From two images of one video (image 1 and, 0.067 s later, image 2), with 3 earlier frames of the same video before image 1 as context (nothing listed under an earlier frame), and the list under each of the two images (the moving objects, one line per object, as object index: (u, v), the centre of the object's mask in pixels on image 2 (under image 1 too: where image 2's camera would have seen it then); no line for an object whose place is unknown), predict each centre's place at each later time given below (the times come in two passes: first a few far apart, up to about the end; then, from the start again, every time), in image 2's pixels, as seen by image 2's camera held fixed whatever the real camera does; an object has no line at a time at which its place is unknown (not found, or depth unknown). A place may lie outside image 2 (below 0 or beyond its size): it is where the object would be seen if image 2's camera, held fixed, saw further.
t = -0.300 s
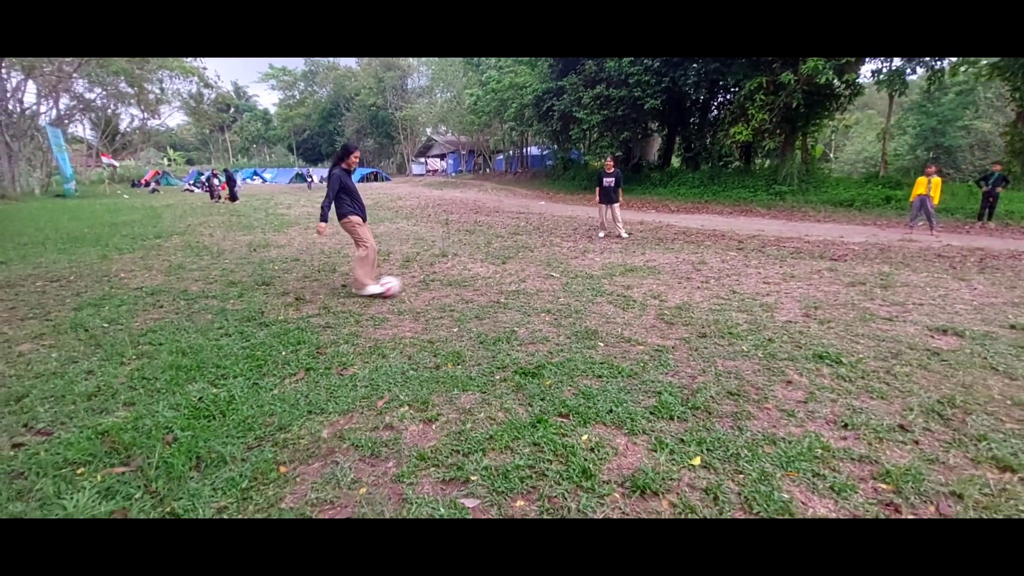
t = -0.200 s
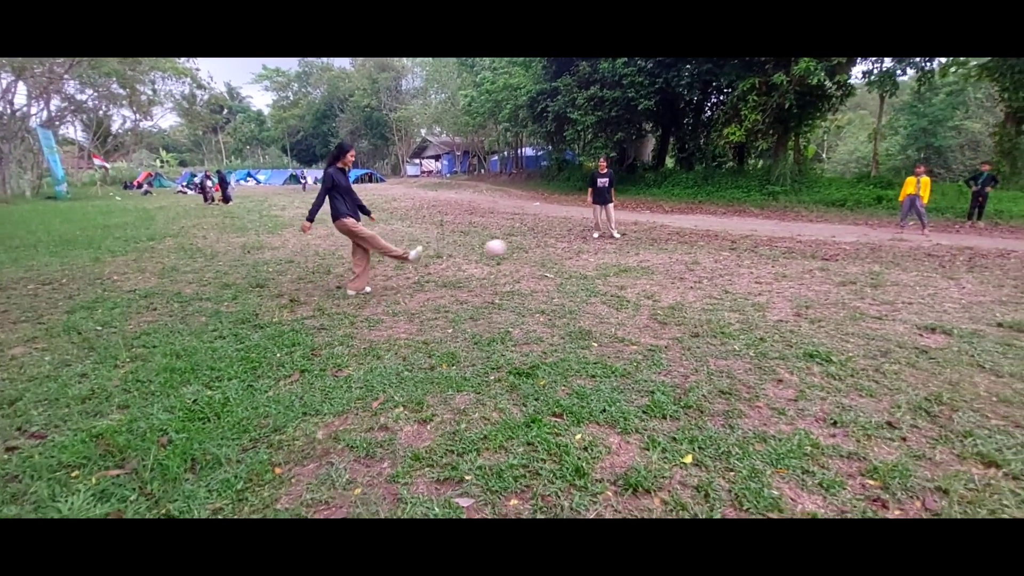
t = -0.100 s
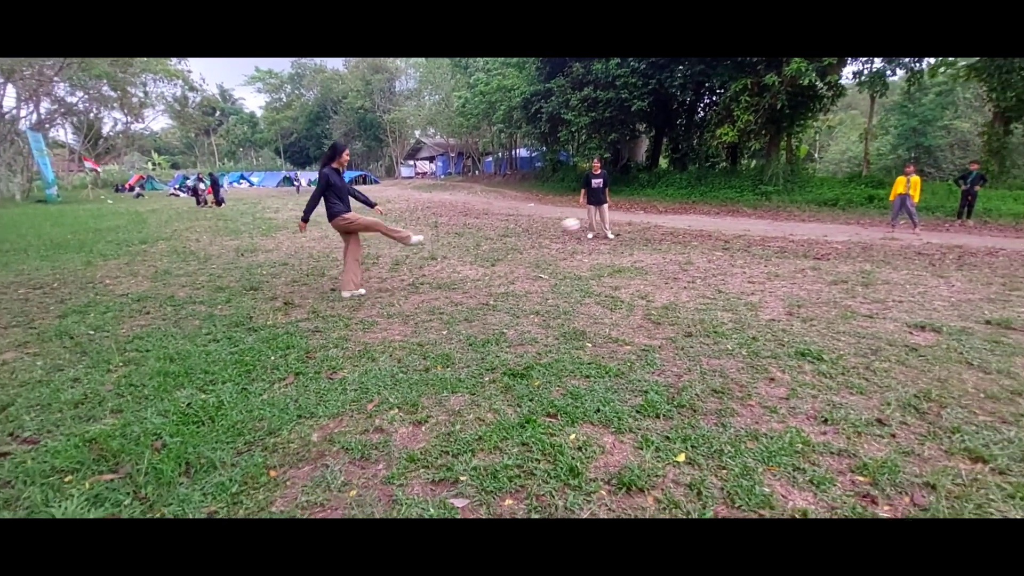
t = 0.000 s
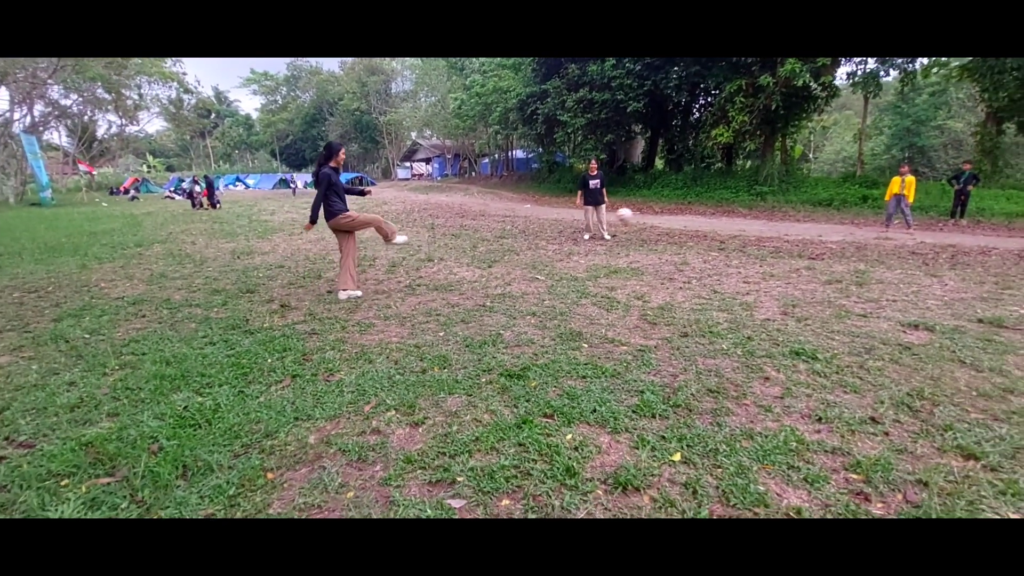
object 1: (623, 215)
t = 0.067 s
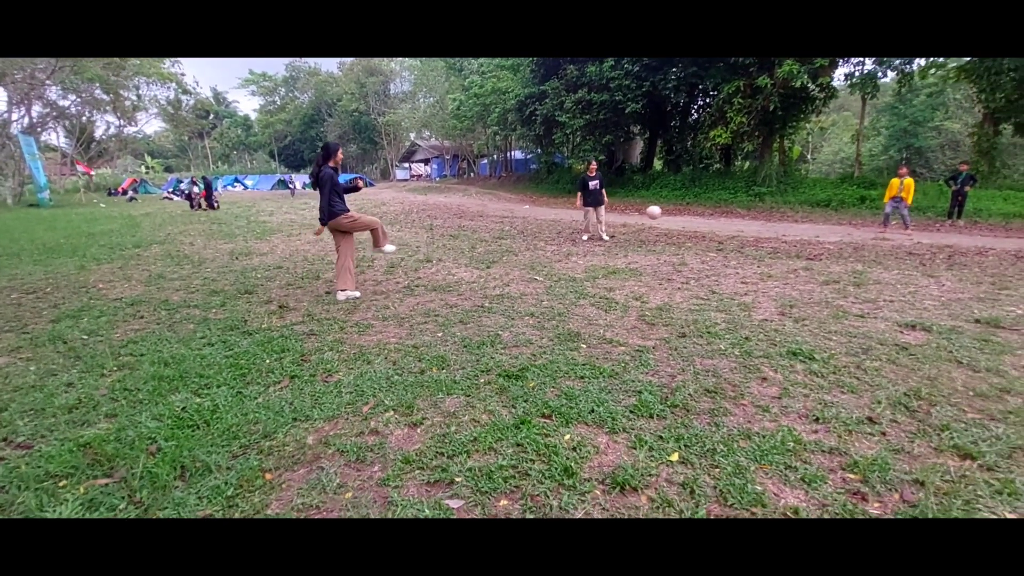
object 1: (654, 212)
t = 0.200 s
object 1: (704, 209)
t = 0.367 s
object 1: (748, 212)
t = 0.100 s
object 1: (667, 211)
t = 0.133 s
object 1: (680, 211)
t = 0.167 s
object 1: (693, 210)
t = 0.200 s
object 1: (704, 209)
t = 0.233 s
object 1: (715, 209)
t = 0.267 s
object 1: (724, 209)
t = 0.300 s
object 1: (733, 210)
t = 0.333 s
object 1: (740, 211)
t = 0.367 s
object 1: (748, 212)
